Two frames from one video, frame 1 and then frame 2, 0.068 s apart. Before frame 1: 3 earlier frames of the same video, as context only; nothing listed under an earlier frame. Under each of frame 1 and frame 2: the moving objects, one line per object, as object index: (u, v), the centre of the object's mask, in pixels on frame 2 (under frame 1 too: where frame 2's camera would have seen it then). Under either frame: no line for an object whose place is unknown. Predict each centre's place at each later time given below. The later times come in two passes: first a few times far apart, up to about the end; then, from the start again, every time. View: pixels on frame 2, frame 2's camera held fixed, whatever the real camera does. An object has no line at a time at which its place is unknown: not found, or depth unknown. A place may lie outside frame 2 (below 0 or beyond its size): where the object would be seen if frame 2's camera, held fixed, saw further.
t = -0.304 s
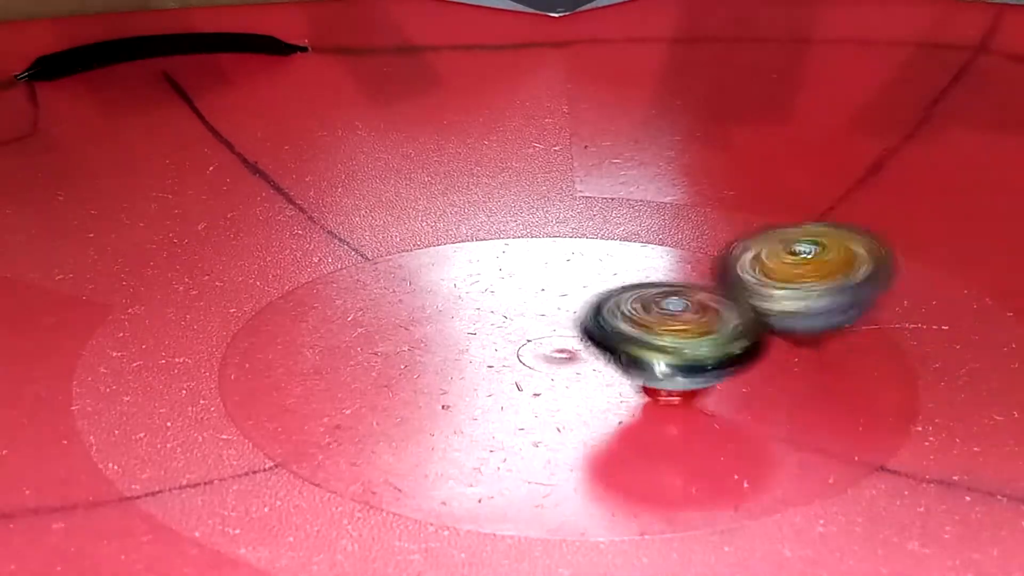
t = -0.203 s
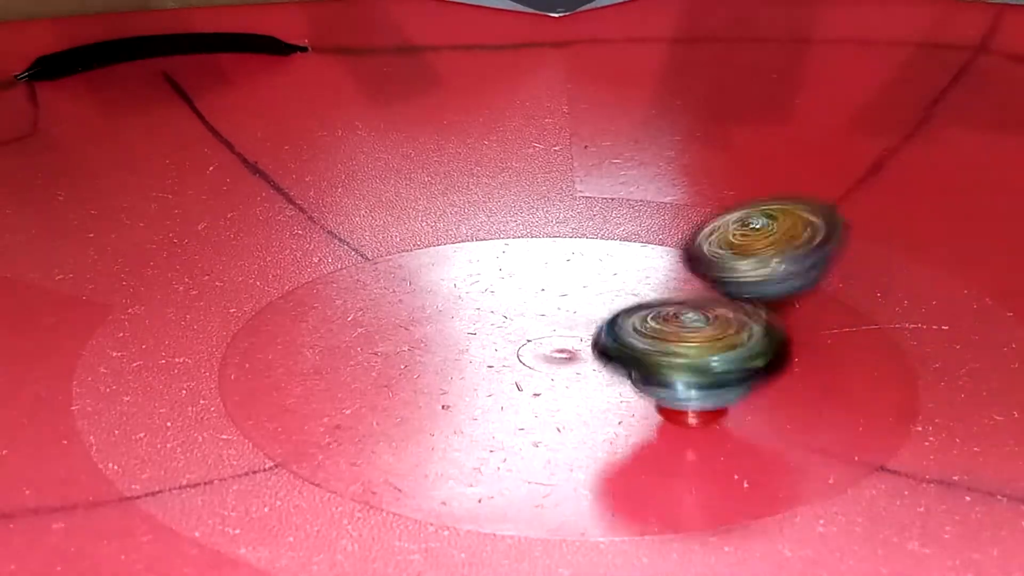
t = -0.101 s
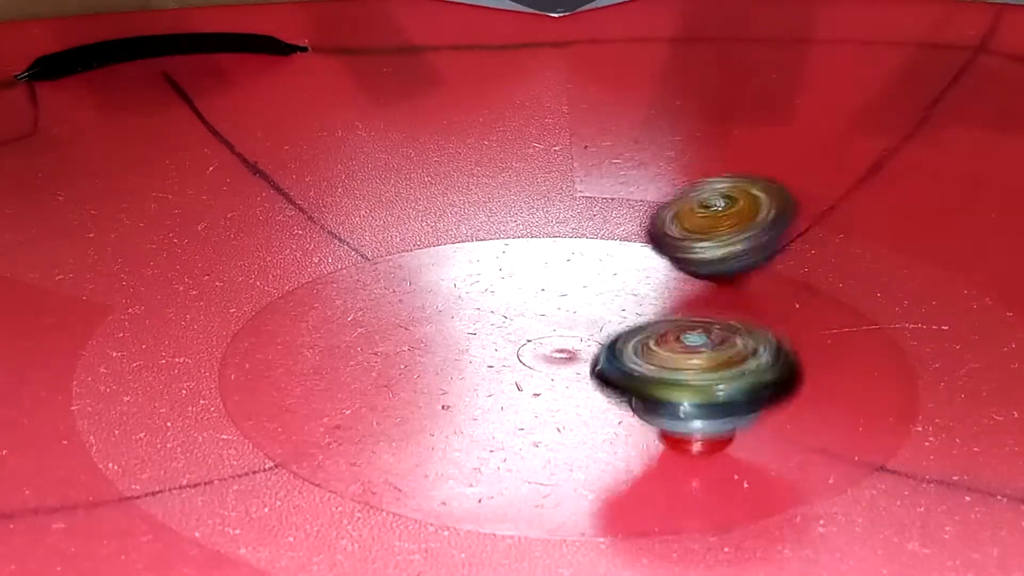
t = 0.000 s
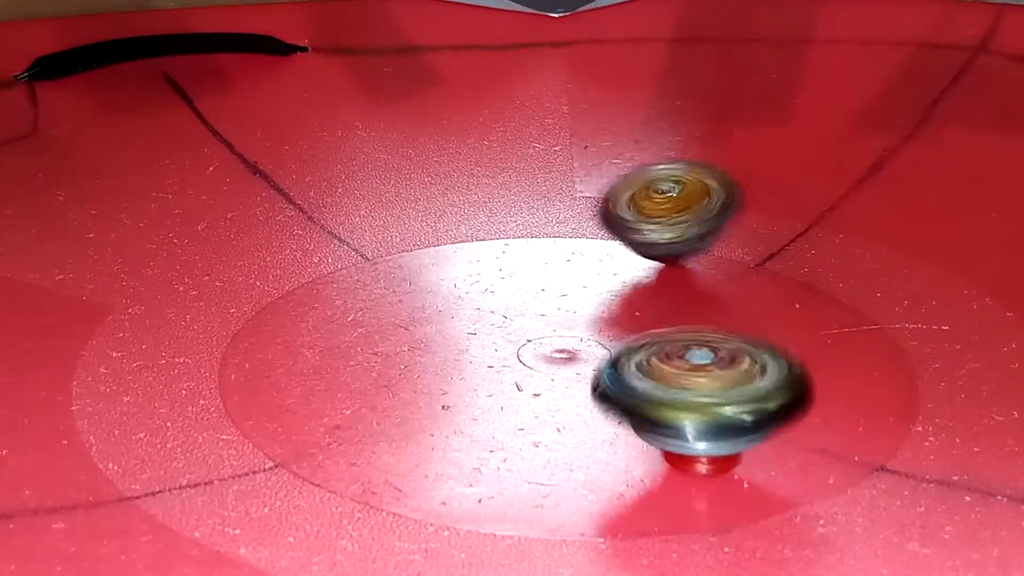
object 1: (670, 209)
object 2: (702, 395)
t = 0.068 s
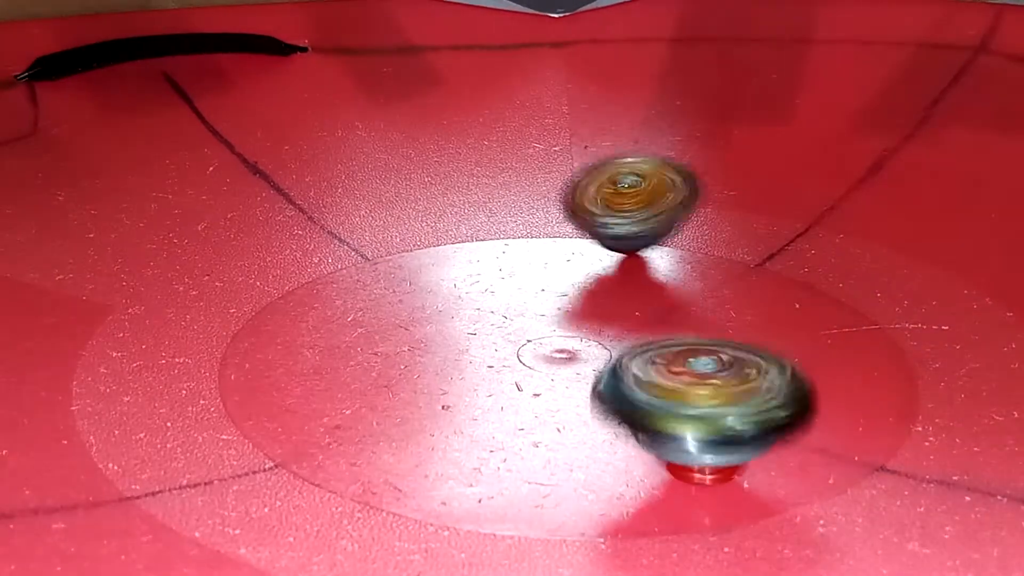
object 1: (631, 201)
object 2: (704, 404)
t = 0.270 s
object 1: (515, 192)
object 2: (691, 406)
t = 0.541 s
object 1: (376, 220)
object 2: (611, 369)
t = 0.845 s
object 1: (273, 295)
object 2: (506, 328)
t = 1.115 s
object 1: (169, 343)
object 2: (606, 310)
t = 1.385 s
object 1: (349, 371)
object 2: (648, 291)
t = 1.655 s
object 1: (588, 319)
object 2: (673, 265)
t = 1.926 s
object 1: (629, 292)
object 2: (668, 222)
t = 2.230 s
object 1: (616, 273)
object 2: (599, 207)
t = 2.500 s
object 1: (605, 283)
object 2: (514, 230)
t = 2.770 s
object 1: (722, 323)
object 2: (460, 264)
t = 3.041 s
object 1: (870, 326)
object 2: (448, 290)
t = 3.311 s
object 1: (872, 299)
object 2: (463, 318)
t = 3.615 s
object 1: (721, 290)
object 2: (511, 339)
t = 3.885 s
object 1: (624, 291)
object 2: (488, 368)
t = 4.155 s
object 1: (548, 293)
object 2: (465, 380)
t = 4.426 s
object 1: (495, 280)
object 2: (436, 383)
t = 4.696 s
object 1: (431, 269)
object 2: (458, 361)
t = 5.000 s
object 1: (372, 280)
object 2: (525, 336)
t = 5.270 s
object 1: (365, 290)
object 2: (580, 318)
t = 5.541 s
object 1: (418, 298)
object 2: (629, 306)
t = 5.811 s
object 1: (483, 284)
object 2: (678, 305)
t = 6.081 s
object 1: (502, 259)
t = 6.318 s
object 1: (482, 242)
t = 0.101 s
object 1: (612, 197)
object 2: (704, 406)
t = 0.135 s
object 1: (593, 195)
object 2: (703, 408)
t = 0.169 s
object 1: (572, 193)
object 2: (703, 409)
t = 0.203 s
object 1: (554, 192)
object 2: (700, 409)
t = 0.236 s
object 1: (534, 191)
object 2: (697, 408)
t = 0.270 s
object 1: (515, 192)
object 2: (691, 406)
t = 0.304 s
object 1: (496, 193)
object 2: (685, 403)
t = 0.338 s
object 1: (477, 194)
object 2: (676, 400)
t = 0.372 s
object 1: (459, 197)
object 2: (669, 397)
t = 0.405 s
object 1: (439, 200)
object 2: (658, 392)
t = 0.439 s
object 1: (424, 204)
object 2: (648, 388)
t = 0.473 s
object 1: (406, 208)
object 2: (637, 382)
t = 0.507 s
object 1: (390, 214)
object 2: (624, 375)
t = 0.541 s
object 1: (376, 220)
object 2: (611, 369)
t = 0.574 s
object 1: (362, 227)
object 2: (597, 365)
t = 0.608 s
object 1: (349, 235)
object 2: (582, 358)
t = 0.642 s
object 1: (337, 242)
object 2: (564, 351)
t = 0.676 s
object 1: (328, 251)
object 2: (546, 346)
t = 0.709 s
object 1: (321, 261)
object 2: (531, 342)
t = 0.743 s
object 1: (315, 271)
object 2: (516, 337)
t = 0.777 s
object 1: (312, 281)
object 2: (497, 333)
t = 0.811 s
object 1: (310, 292)
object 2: (483, 330)
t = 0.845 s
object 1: (273, 295)
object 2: (506, 328)
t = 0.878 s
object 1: (241, 299)
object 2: (524, 327)
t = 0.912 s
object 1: (220, 305)
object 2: (541, 327)
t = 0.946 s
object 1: (203, 311)
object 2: (559, 324)
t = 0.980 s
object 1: (187, 318)
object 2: (572, 321)
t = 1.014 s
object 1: (177, 323)
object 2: (585, 317)
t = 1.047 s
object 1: (170, 329)
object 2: (591, 314)
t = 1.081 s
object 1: (167, 336)
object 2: (599, 311)
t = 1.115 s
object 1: (169, 343)
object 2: (606, 310)
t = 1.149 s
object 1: (177, 349)
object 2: (613, 308)
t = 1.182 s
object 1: (190, 355)
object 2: (617, 304)
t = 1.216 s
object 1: (209, 360)
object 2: (623, 301)
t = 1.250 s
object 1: (231, 365)
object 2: (629, 301)
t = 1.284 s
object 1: (257, 369)
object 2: (636, 298)
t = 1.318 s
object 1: (285, 371)
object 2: (639, 294)
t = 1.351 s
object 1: (316, 372)
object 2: (644, 292)
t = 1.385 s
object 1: (349, 371)
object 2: (648, 291)
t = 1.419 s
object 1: (381, 370)
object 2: (653, 289)
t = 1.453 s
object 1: (416, 365)
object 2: (656, 285)
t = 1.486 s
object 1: (448, 360)
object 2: (659, 283)
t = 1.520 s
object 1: (482, 353)
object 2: (661, 281)
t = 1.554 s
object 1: (511, 346)
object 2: (663, 278)
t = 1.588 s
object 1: (542, 336)
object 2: (664, 273)
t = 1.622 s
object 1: (568, 328)
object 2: (668, 270)
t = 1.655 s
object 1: (588, 319)
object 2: (673, 265)
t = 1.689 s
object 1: (599, 313)
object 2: (679, 253)
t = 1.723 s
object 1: (606, 311)
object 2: (680, 248)
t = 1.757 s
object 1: (611, 308)
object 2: (682, 243)
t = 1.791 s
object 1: (616, 305)
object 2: (682, 238)
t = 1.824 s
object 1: (622, 302)
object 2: (681, 234)
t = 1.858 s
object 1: (625, 299)
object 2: (679, 229)
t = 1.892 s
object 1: (628, 295)
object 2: (675, 225)
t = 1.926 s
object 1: (629, 292)
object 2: (668, 222)
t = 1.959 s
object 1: (630, 288)
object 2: (664, 219)
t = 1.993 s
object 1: (630, 285)
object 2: (656, 216)
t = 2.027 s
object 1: (628, 281)
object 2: (650, 213)
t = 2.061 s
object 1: (627, 278)
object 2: (643, 214)
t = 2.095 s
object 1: (624, 273)
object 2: (636, 209)
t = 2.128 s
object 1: (622, 269)
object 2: (631, 208)
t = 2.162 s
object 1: (623, 273)
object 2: (621, 209)
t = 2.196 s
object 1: (618, 273)
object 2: (611, 209)
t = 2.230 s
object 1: (616, 273)
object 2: (599, 207)
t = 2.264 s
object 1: (616, 275)
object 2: (590, 209)
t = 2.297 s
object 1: (613, 277)
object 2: (580, 211)
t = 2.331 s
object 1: (610, 277)
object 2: (566, 211)
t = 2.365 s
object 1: (610, 279)
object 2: (555, 214)
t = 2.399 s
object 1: (607, 281)
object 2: (546, 218)
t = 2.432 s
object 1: (607, 281)
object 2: (537, 220)
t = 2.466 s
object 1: (606, 282)
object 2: (526, 225)
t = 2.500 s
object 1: (605, 283)
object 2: (514, 230)
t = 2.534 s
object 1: (607, 284)
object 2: (507, 239)
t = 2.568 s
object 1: (608, 285)
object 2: (499, 245)
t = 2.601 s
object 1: (626, 295)
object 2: (494, 250)
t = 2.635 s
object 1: (641, 301)
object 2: (484, 253)
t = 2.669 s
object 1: (659, 307)
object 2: (476, 255)
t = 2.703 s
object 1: (678, 313)
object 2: (469, 258)
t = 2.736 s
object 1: (699, 319)
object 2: (463, 262)
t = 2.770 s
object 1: (722, 323)
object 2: (460, 264)
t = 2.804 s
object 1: (743, 326)
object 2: (457, 267)
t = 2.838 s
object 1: (762, 328)
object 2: (454, 270)
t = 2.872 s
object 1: (783, 330)
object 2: (452, 273)
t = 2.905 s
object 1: (805, 330)
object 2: (451, 276)
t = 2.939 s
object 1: (823, 331)
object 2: (450, 280)
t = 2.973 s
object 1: (842, 330)
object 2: (450, 283)
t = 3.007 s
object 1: (857, 328)
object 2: (448, 286)
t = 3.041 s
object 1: (870, 326)
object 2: (448, 290)
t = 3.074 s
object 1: (880, 323)
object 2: (448, 293)
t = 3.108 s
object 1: (887, 319)
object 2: (449, 296)
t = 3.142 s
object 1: (891, 316)
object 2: (450, 299)
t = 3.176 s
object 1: (893, 312)
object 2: (451, 304)
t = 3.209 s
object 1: (892, 308)
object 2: (452, 306)
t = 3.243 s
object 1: (888, 305)
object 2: (455, 310)
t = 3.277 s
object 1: (881, 301)
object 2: (458, 315)
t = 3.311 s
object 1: (872, 299)
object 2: (463, 318)
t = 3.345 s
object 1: (859, 296)
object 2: (467, 322)
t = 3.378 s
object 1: (845, 293)
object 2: (472, 325)
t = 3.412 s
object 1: (832, 292)
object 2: (478, 327)
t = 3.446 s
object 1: (815, 291)
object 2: (483, 329)
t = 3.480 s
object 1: (796, 290)
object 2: (488, 331)
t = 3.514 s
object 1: (780, 289)
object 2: (493, 334)
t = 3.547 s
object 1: (760, 289)
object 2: (499, 336)
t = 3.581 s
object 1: (741, 289)
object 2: (504, 339)
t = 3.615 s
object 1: (721, 290)
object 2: (511, 339)
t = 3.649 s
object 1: (702, 291)
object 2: (516, 343)
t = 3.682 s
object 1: (681, 293)
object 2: (521, 341)
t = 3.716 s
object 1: (668, 294)
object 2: (516, 347)
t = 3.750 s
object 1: (658, 293)
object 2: (509, 353)
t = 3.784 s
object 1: (650, 292)
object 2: (502, 357)
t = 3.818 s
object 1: (643, 291)
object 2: (497, 361)
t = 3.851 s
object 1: (634, 291)
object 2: (492, 365)
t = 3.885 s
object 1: (624, 291)
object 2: (488, 368)
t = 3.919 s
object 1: (616, 290)
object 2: (484, 370)
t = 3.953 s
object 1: (608, 292)
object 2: (481, 374)
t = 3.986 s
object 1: (598, 292)
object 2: (477, 373)
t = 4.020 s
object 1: (588, 292)
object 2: (476, 376)
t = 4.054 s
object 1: (579, 293)
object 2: (474, 377)
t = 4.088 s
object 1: (568, 292)
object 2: (471, 377)
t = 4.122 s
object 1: (558, 292)
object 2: (468, 376)
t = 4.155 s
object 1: (548, 293)
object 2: (465, 380)
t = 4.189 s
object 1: (541, 290)
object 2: (461, 378)
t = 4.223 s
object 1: (533, 290)
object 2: (457, 382)
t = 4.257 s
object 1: (527, 290)
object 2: (453, 385)
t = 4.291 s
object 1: (524, 285)
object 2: (448, 384)
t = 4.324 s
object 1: (516, 287)
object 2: (446, 386)
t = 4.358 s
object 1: (509, 284)
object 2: (441, 383)
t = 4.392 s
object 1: (500, 283)
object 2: (438, 385)
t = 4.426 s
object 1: (495, 280)
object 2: (436, 383)
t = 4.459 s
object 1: (488, 280)
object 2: (436, 381)
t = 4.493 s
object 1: (478, 277)
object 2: (436, 377)
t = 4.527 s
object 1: (469, 276)
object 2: (439, 376)
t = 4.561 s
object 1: (466, 273)
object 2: (441, 373)
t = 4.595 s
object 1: (456, 270)
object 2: (442, 368)
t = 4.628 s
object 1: (447, 272)
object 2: (448, 367)
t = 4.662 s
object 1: (440, 268)
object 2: (452, 362)
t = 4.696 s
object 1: (431, 269)
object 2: (458, 361)
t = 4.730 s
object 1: (421, 269)
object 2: (466, 359)
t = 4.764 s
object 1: (413, 269)
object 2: (474, 357)
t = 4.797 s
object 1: (408, 269)
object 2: (482, 353)
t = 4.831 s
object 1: (400, 272)
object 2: (490, 349)
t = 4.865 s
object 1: (391, 274)
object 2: (493, 346)
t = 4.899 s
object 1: (385, 276)
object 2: (500, 342)
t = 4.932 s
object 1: (382, 278)
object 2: (508, 342)
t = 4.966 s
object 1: (378, 279)
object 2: (518, 339)
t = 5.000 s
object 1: (372, 280)
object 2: (525, 336)
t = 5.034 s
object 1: (367, 280)
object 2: (534, 336)
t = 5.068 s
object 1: (365, 281)
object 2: (540, 332)
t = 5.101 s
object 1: (362, 283)
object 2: (548, 331)
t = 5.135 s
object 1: (359, 284)
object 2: (555, 328)
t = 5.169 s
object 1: (360, 285)
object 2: (564, 326)
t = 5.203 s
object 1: (359, 287)
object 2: (569, 322)
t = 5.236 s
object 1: (361, 289)
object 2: (573, 318)
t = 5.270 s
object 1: (365, 290)
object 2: (580, 318)
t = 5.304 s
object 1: (369, 292)
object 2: (586, 317)
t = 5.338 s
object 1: (374, 294)
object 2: (592, 312)
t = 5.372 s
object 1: (380, 295)
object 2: (597, 311)
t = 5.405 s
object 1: (386, 296)
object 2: (604, 311)
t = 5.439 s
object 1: (393, 297)
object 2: (611, 308)
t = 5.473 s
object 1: (401, 297)
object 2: (615, 307)
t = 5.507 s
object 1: (410, 298)
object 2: (622, 308)
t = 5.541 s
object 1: (418, 298)
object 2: (629, 306)
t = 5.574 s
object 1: (427, 297)
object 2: (634, 305)
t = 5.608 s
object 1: (436, 296)
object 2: (641, 306)
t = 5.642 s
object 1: (444, 295)
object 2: (649, 305)
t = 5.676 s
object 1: (453, 293)
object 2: (653, 304)
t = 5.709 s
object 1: (462, 291)
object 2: (659, 305)
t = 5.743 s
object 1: (469, 289)
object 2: (667, 305)
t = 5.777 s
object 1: (477, 286)
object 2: (673, 304)
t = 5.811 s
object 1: (483, 284)
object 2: (678, 305)
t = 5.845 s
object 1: (488, 281)
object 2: (684, 304)
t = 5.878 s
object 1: (493, 278)
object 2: (688, 304)
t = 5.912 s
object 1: (497, 275)
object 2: (691, 302)
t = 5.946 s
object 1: (499, 272)
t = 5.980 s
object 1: (501, 268)
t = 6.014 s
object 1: (502, 266)
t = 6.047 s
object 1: (502, 262)
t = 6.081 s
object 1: (502, 259)
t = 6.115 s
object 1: (500, 256)
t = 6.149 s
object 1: (497, 253)
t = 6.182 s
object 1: (496, 250)
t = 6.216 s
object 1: (493, 247)
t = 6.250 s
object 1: (489, 246)
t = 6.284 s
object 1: (486, 244)
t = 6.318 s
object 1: (482, 242)
